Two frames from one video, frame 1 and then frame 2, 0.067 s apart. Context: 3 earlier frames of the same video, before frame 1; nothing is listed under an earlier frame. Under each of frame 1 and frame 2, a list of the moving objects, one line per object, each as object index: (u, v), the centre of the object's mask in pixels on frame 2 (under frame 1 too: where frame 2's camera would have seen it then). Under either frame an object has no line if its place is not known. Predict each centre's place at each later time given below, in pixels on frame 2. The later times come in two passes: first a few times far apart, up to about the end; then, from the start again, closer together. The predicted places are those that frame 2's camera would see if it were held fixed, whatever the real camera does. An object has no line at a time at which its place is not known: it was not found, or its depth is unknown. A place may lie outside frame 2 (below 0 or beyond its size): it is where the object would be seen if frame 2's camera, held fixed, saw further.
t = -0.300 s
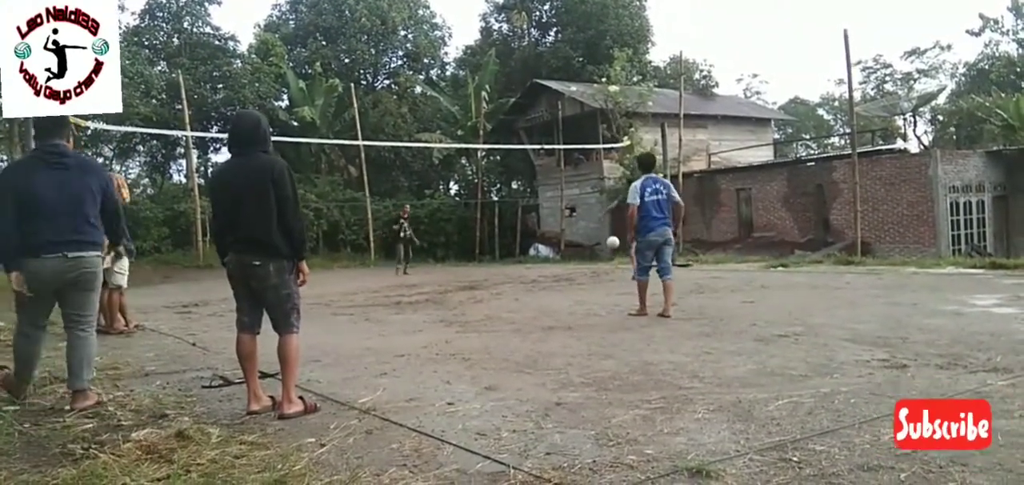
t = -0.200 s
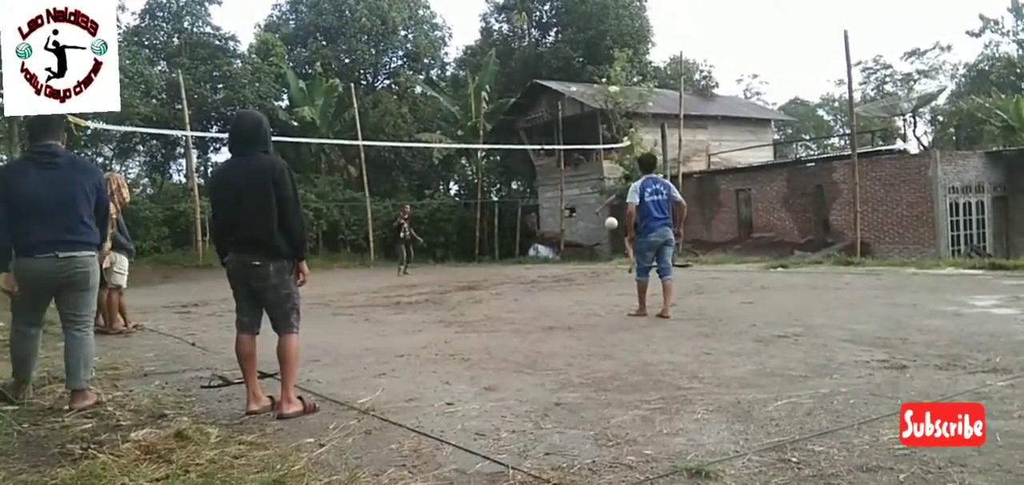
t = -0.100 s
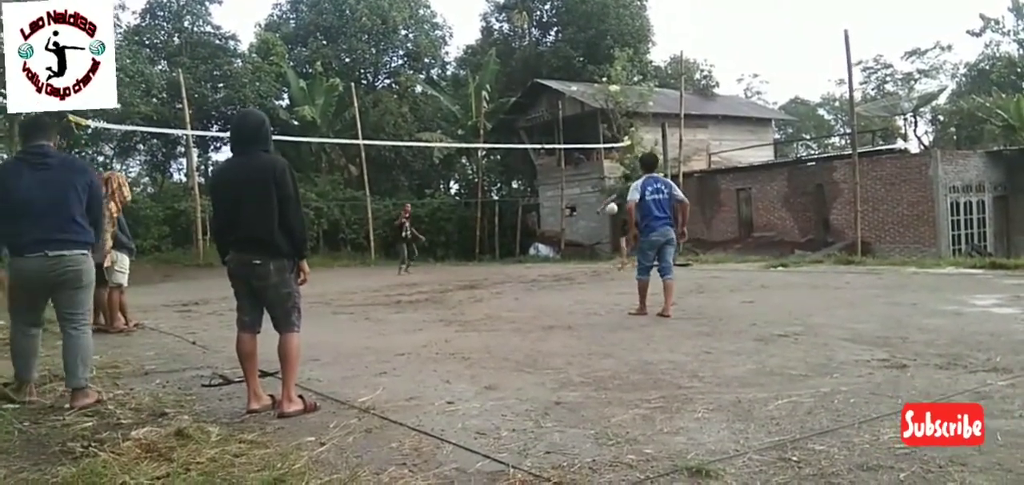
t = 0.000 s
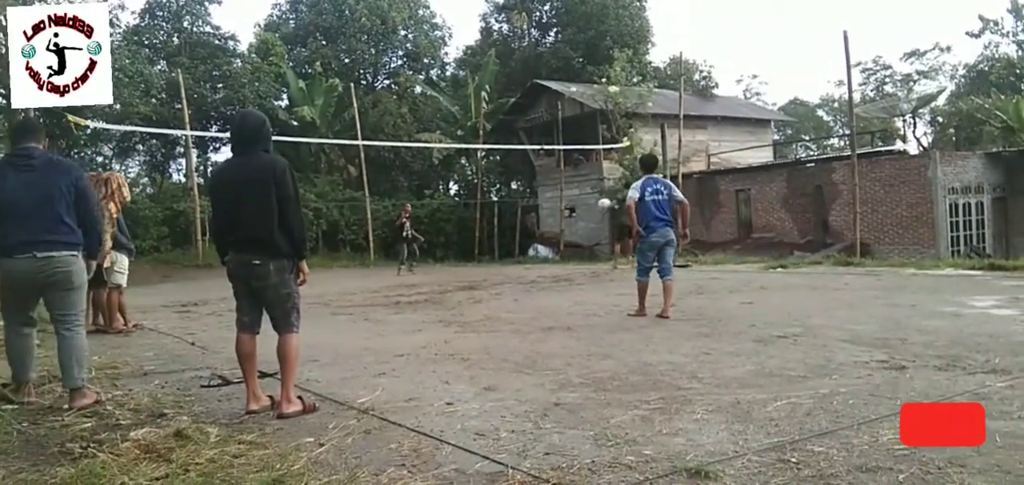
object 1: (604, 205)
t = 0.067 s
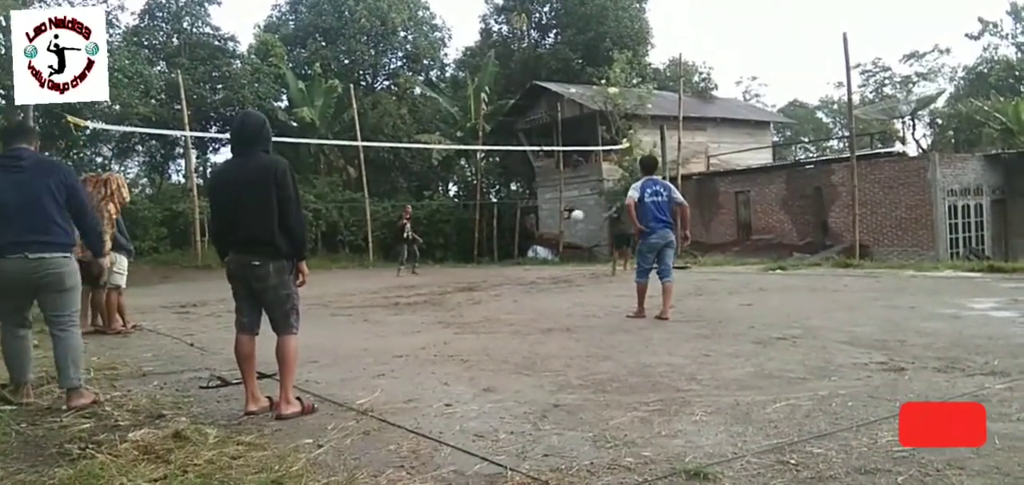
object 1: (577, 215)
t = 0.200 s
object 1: (527, 242)
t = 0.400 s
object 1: (472, 262)
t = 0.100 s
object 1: (564, 220)
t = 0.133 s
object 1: (552, 227)
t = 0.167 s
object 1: (539, 234)
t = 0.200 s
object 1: (527, 242)
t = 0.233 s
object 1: (515, 249)
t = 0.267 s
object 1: (503, 256)
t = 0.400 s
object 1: (472, 262)
